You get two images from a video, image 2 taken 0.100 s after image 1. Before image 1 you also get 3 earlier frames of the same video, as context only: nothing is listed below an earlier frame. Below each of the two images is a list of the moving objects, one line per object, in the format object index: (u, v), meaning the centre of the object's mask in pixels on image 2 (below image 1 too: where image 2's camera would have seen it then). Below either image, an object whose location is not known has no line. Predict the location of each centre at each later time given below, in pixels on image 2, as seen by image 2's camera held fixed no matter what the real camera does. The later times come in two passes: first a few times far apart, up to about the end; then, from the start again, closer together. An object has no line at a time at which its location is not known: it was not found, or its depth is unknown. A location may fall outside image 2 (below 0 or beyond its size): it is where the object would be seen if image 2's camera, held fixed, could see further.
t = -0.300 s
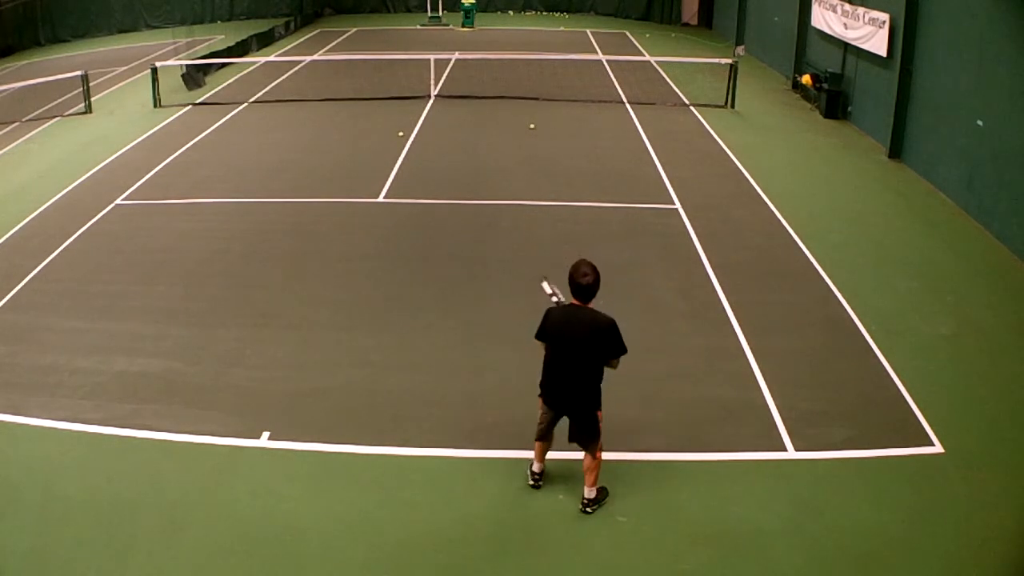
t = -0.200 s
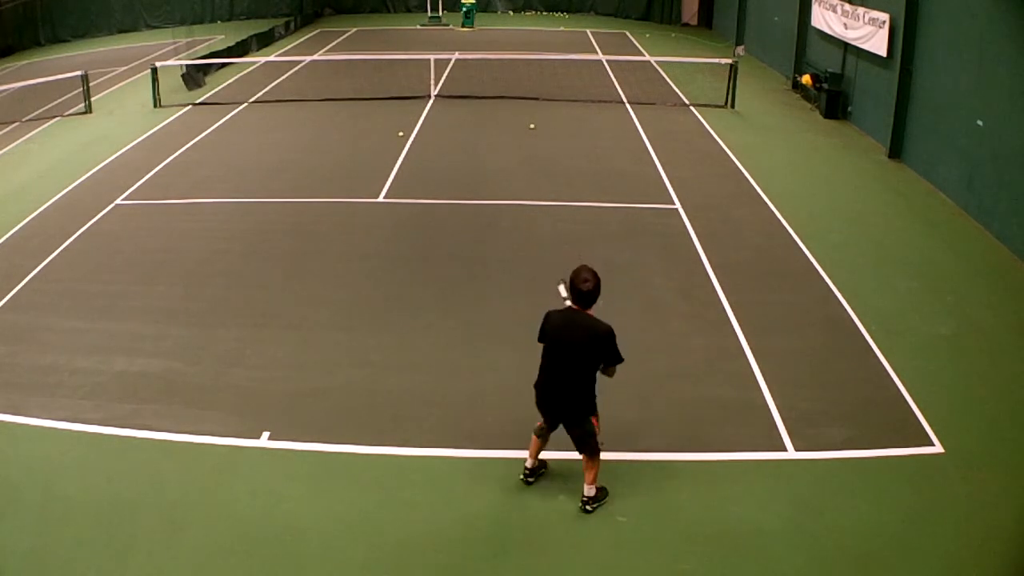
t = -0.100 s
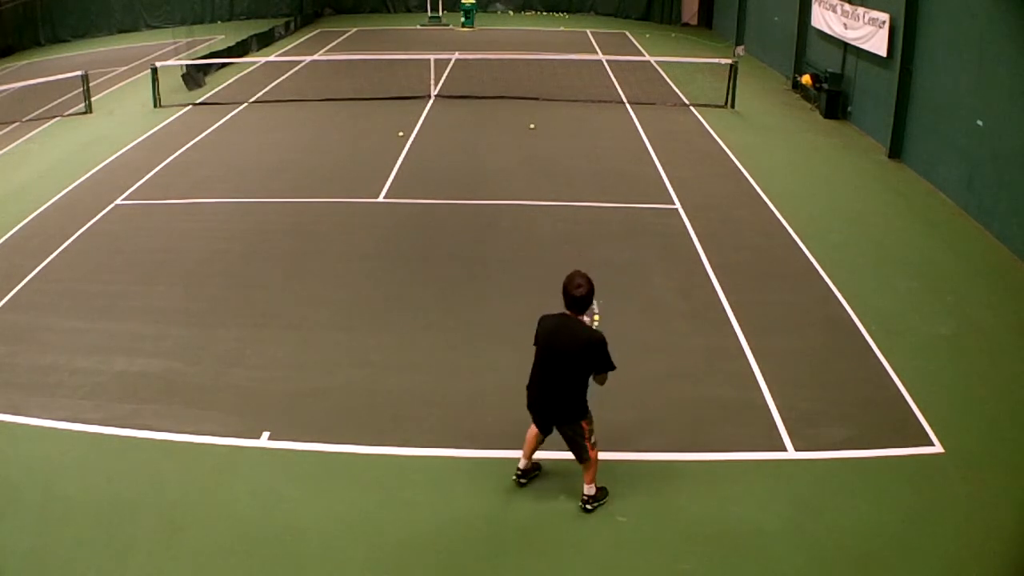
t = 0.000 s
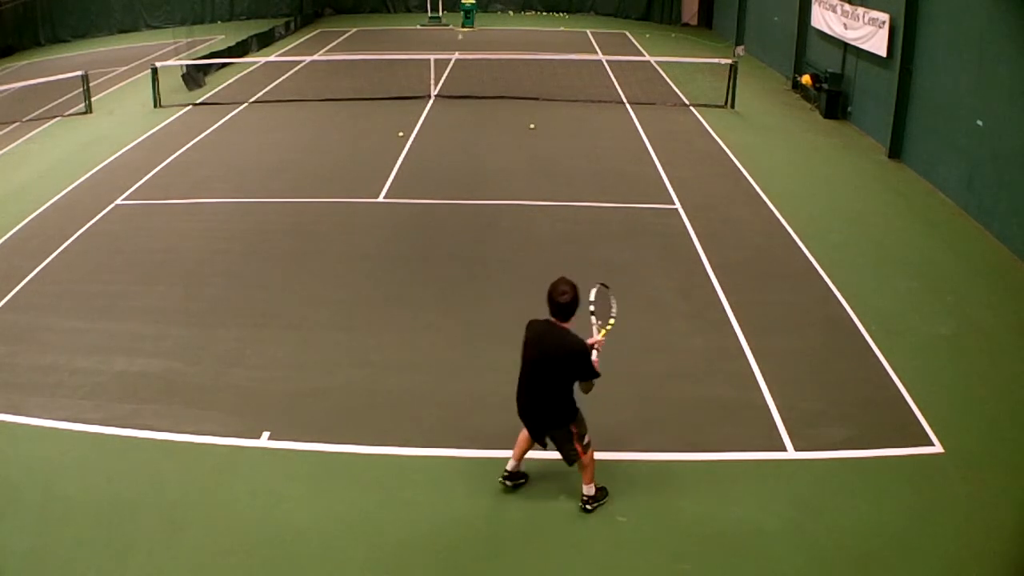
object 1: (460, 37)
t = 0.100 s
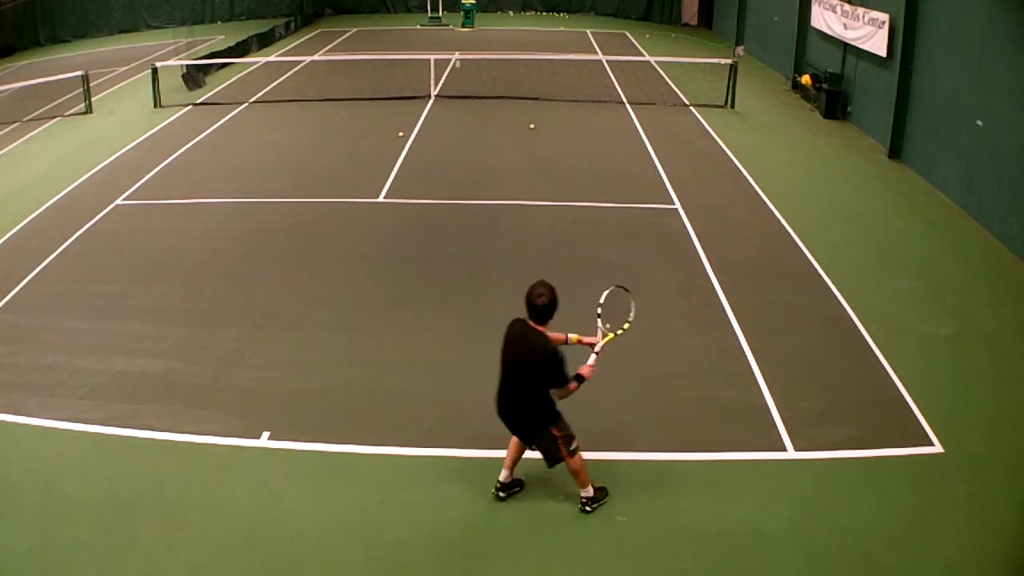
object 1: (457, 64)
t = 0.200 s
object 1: (454, 103)
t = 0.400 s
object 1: (446, 240)
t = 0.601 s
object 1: (440, 258)
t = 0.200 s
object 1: (454, 103)
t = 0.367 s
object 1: (448, 212)
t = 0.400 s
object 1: (446, 240)
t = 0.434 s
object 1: (445, 247)
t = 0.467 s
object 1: (445, 248)
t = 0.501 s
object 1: (444, 248)
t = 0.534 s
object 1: (443, 250)
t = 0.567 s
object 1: (441, 253)
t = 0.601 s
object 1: (440, 258)
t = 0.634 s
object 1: (439, 264)
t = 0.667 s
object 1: (438, 272)
